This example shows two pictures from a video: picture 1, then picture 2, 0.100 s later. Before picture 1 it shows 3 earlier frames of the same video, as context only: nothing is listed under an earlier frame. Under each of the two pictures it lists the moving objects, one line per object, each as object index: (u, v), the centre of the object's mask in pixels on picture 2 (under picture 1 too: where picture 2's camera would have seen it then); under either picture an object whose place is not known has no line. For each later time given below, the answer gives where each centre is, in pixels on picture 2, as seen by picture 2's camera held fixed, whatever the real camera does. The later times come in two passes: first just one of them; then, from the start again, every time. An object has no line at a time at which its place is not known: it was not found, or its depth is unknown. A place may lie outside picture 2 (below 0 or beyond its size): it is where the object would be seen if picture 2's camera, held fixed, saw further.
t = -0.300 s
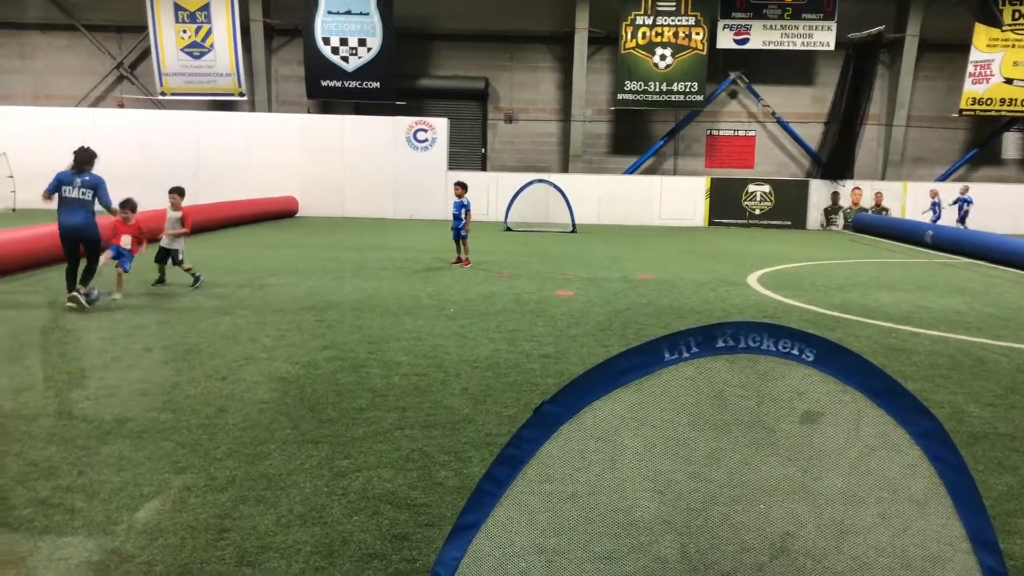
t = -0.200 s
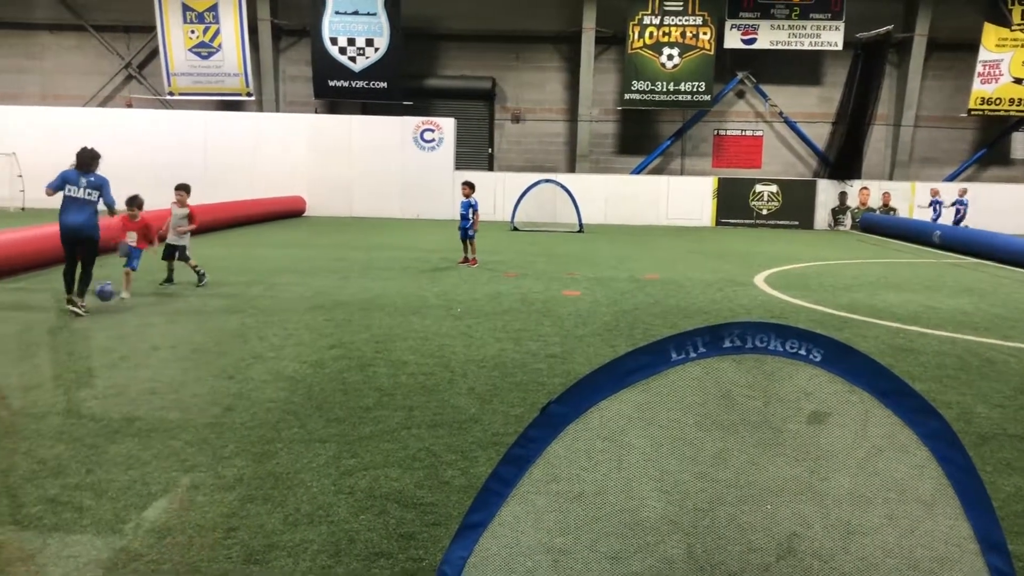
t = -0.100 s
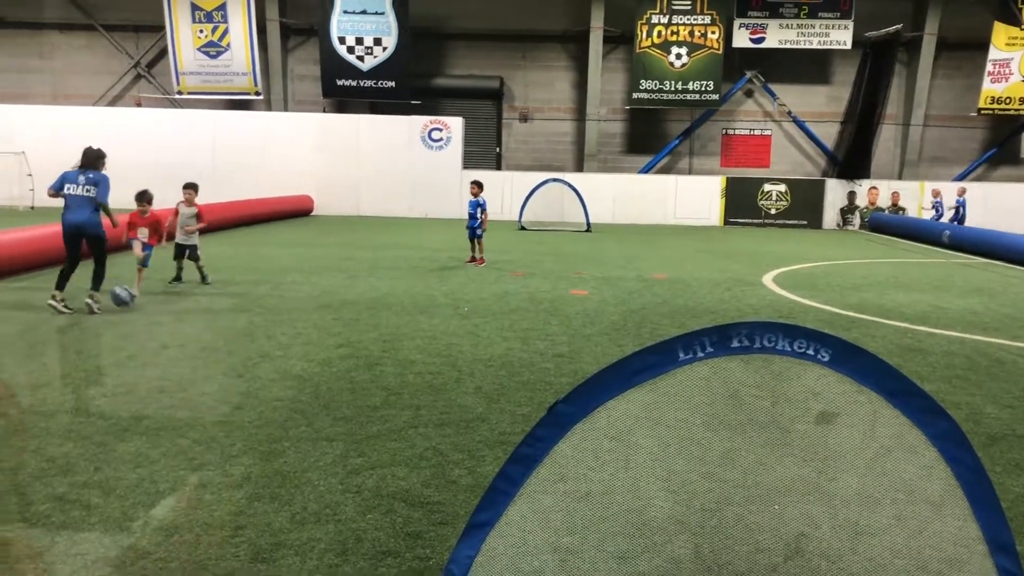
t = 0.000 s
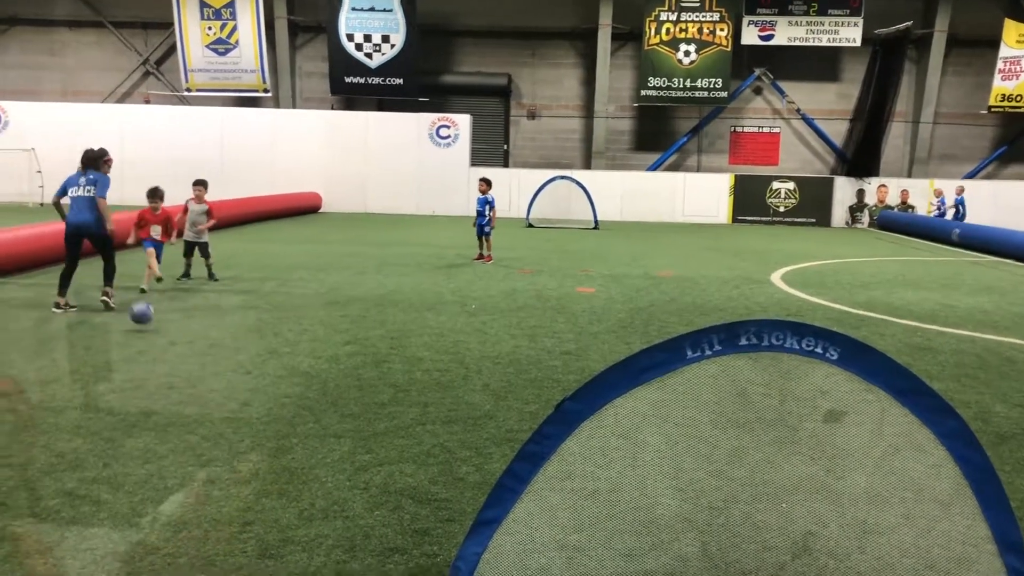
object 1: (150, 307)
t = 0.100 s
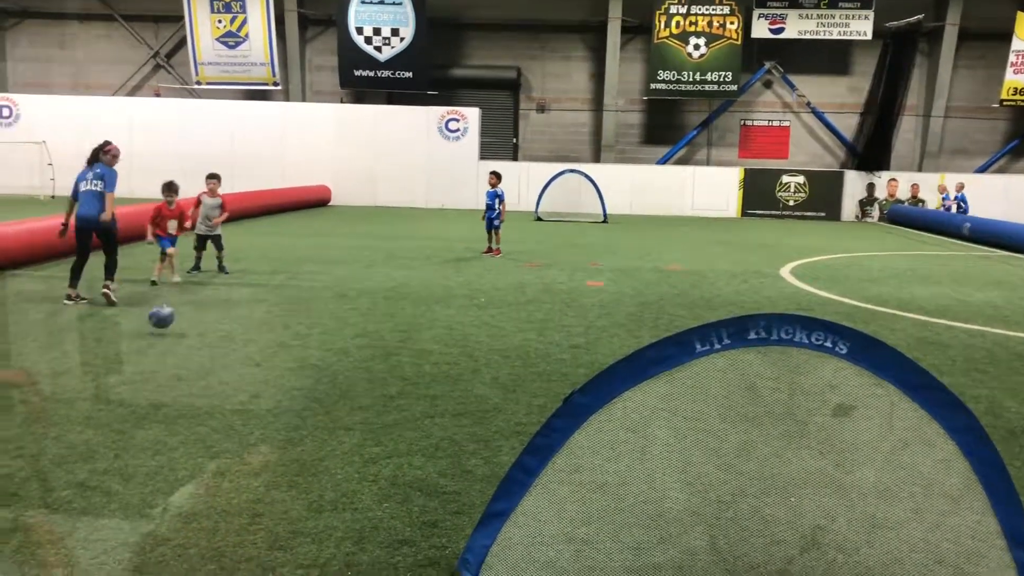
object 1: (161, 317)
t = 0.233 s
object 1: (172, 322)
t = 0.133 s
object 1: (164, 316)
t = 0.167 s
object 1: (167, 316)
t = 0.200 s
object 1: (169, 319)
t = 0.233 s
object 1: (172, 322)
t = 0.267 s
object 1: (176, 327)
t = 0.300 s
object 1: (179, 335)
